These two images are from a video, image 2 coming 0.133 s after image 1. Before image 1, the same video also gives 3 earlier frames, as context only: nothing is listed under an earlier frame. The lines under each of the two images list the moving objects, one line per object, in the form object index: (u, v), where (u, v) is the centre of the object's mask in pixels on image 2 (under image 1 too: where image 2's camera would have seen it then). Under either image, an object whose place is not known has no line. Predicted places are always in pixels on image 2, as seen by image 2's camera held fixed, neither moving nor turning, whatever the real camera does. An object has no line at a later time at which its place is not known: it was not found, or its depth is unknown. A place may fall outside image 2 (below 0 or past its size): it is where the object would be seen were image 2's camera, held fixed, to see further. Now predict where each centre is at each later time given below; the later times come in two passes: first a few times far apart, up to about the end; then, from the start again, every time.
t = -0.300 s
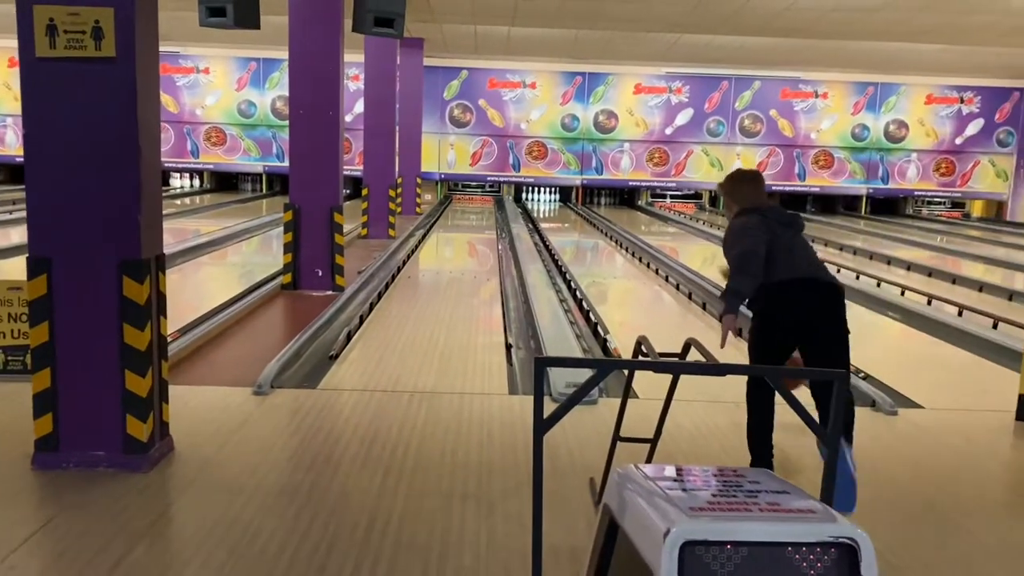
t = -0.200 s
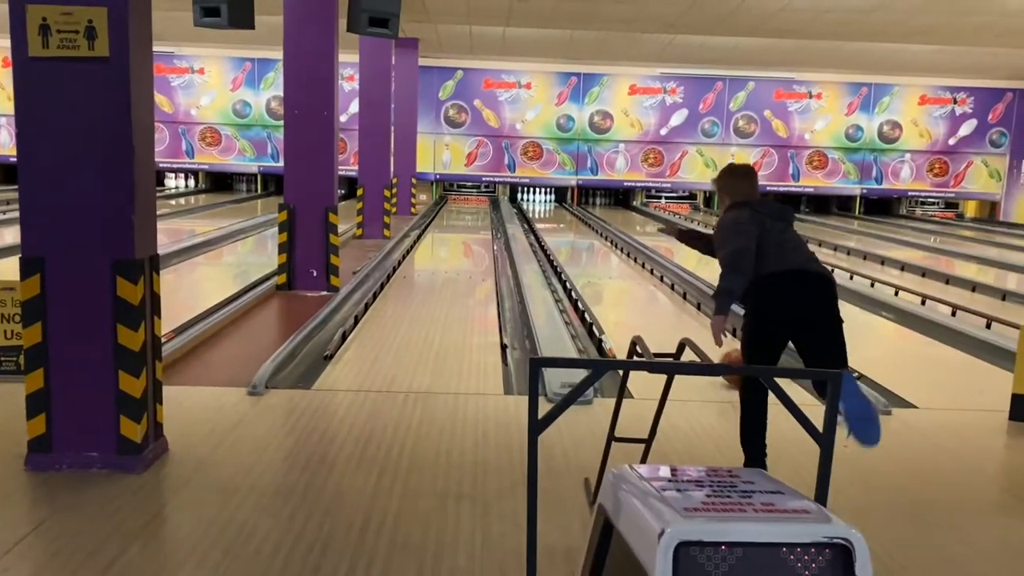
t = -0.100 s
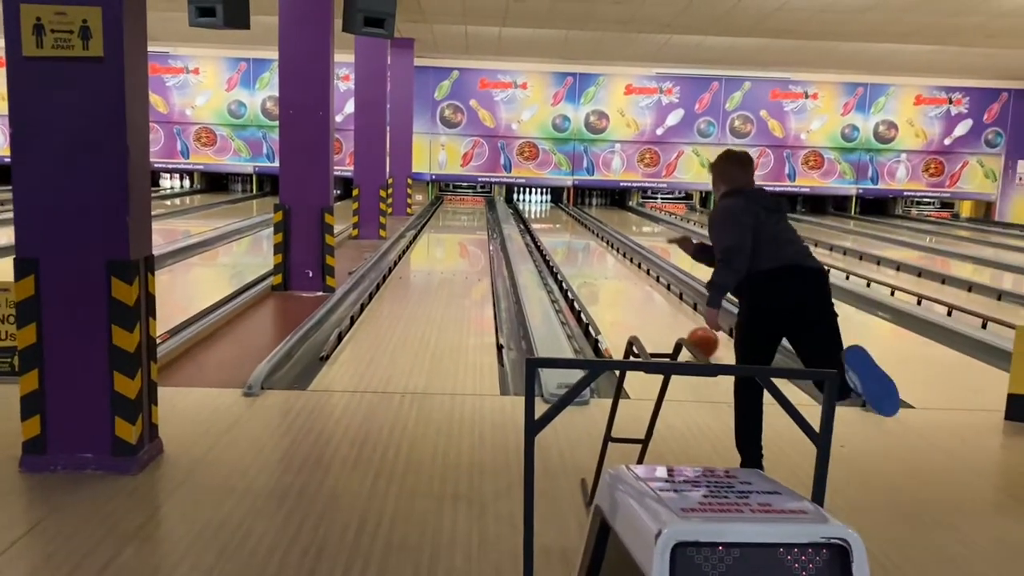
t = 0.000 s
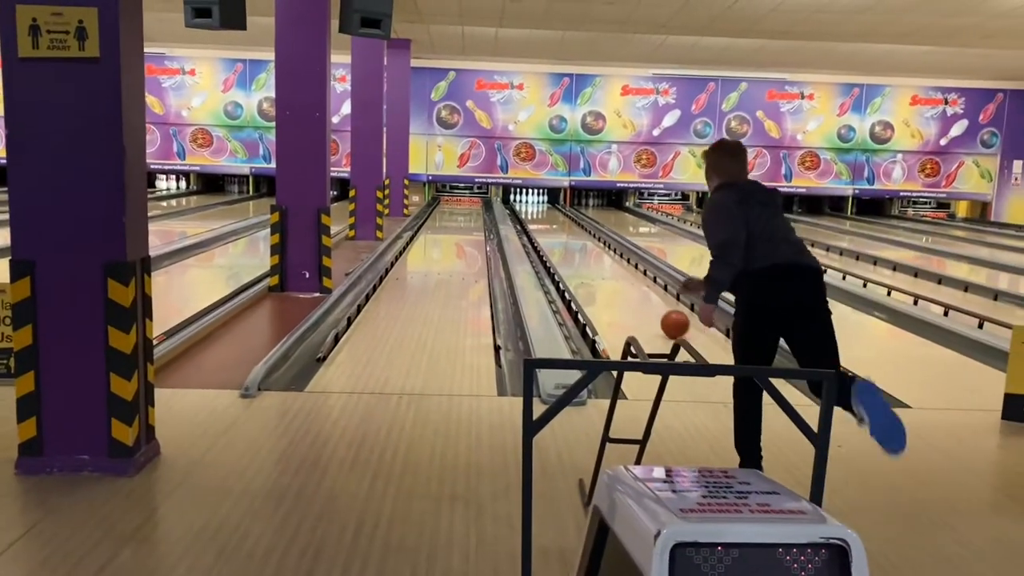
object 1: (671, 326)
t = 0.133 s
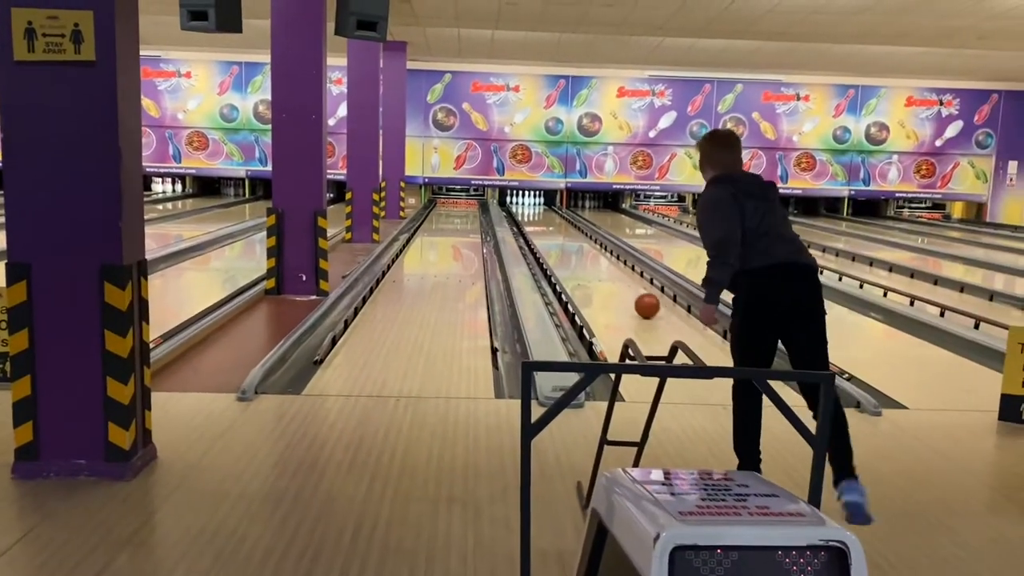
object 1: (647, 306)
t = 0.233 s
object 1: (632, 294)
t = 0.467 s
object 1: (606, 273)
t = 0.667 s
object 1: (591, 260)
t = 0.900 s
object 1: (577, 250)
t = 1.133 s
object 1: (566, 242)
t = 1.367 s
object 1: (557, 235)
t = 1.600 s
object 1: (550, 230)
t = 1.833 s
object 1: (544, 225)
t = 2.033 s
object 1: (538, 220)
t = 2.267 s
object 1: (533, 217)
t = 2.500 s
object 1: (529, 214)
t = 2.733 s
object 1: (525, 211)
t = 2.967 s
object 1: (521, 208)
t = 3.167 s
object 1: (519, 206)
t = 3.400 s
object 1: (515, 203)
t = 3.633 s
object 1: (513, 201)
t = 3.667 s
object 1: (510, 202)
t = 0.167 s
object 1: (642, 301)
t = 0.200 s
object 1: (636, 298)
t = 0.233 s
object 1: (632, 294)
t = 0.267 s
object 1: (628, 290)
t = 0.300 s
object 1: (624, 287)
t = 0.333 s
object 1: (620, 284)
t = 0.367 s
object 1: (616, 281)
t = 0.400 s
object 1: (613, 278)
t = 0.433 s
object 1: (610, 275)
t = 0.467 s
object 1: (606, 273)
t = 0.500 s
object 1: (603, 271)
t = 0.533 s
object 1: (601, 268)
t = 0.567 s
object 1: (598, 266)
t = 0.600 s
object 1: (596, 264)
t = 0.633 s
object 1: (593, 262)
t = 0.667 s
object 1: (591, 260)
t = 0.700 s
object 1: (588, 259)
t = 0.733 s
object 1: (586, 257)
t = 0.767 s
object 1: (584, 256)
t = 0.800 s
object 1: (582, 254)
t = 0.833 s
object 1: (581, 253)
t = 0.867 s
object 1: (579, 251)
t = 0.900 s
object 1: (577, 250)
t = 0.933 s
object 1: (575, 249)
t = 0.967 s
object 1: (574, 247)
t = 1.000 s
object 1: (572, 246)
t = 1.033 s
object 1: (571, 245)
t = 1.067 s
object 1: (569, 244)
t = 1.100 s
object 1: (568, 243)
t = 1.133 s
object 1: (566, 242)
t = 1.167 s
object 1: (565, 241)
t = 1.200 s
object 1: (564, 240)
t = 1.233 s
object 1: (562, 239)
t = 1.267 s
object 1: (561, 238)
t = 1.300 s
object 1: (560, 237)
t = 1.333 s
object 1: (559, 236)
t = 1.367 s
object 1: (557, 235)
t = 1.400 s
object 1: (556, 234)
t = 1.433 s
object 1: (555, 233)
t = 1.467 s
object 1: (554, 233)
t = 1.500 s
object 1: (553, 232)
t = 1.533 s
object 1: (552, 231)
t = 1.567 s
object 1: (551, 231)
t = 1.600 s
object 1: (550, 230)
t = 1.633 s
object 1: (549, 229)
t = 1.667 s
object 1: (548, 229)
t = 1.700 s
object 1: (548, 228)
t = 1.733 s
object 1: (546, 227)
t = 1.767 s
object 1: (545, 226)
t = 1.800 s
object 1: (544, 226)
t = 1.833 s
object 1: (544, 225)
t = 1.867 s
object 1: (543, 225)
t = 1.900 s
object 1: (542, 224)
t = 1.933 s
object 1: (540, 223)
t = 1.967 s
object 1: (540, 222)
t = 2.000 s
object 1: (539, 222)
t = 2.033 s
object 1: (538, 220)
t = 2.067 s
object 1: (538, 220)
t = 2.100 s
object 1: (537, 220)
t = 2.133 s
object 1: (537, 220)
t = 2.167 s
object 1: (536, 219)
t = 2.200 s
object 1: (535, 218)
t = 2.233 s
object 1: (534, 218)
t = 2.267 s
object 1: (533, 217)
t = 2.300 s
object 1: (533, 217)
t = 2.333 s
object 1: (532, 217)
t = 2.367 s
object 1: (531, 216)
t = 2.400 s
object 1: (530, 215)
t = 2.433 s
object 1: (530, 215)
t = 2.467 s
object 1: (529, 215)
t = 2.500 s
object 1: (529, 214)
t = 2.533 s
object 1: (528, 213)
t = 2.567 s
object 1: (527, 213)
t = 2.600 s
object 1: (527, 213)
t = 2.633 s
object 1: (527, 212)
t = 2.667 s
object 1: (526, 212)
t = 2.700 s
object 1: (526, 211)
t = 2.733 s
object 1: (525, 211)
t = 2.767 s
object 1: (524, 211)
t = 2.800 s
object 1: (524, 211)
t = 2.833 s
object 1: (523, 210)
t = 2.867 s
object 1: (522, 210)
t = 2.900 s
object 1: (521, 209)
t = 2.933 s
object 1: (521, 209)
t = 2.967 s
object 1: (521, 208)
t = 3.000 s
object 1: (520, 208)
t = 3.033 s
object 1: (520, 207)
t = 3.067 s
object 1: (519, 207)
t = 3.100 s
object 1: (519, 207)
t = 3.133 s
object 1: (519, 206)
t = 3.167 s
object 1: (519, 206)
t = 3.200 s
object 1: (518, 206)
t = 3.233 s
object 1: (517, 205)
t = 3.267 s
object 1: (517, 205)
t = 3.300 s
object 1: (516, 205)
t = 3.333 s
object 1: (515, 205)
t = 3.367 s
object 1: (515, 204)
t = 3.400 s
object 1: (515, 203)
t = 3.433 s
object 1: (514, 203)
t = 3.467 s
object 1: (514, 203)
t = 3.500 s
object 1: (514, 203)
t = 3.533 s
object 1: (513, 202)
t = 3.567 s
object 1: (513, 201)
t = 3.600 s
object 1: (512, 201)
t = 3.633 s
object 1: (513, 201)
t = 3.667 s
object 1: (510, 202)
